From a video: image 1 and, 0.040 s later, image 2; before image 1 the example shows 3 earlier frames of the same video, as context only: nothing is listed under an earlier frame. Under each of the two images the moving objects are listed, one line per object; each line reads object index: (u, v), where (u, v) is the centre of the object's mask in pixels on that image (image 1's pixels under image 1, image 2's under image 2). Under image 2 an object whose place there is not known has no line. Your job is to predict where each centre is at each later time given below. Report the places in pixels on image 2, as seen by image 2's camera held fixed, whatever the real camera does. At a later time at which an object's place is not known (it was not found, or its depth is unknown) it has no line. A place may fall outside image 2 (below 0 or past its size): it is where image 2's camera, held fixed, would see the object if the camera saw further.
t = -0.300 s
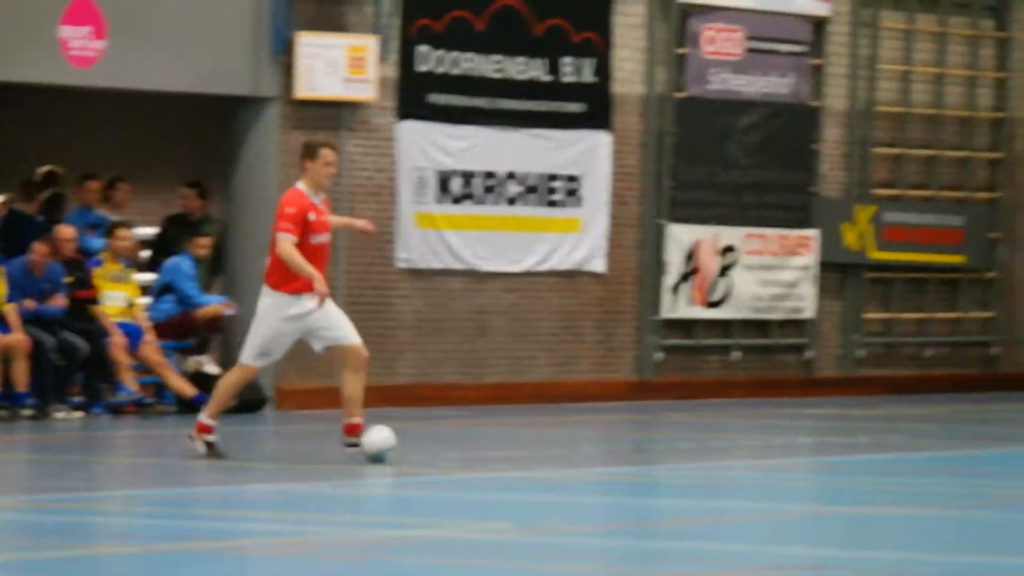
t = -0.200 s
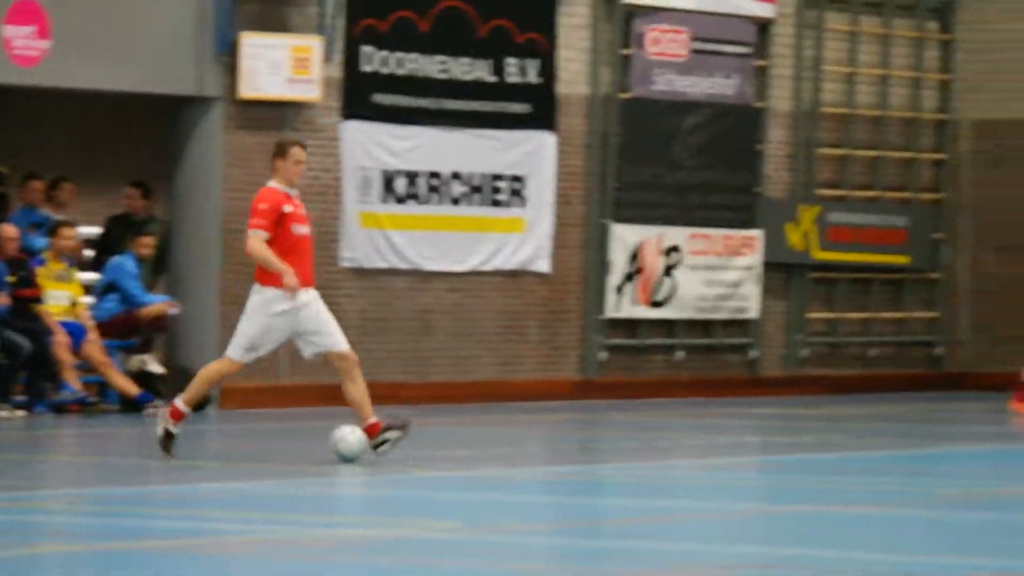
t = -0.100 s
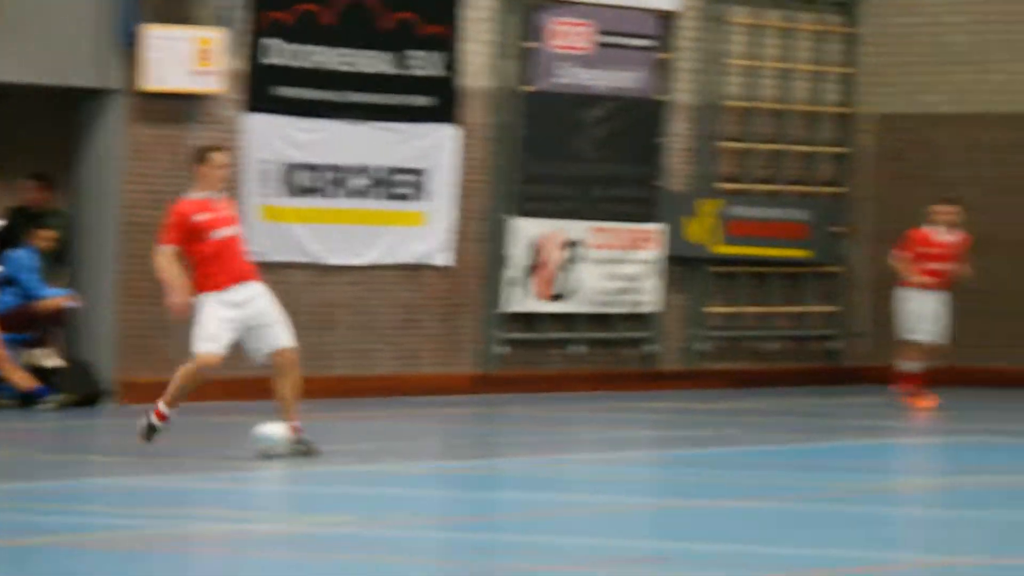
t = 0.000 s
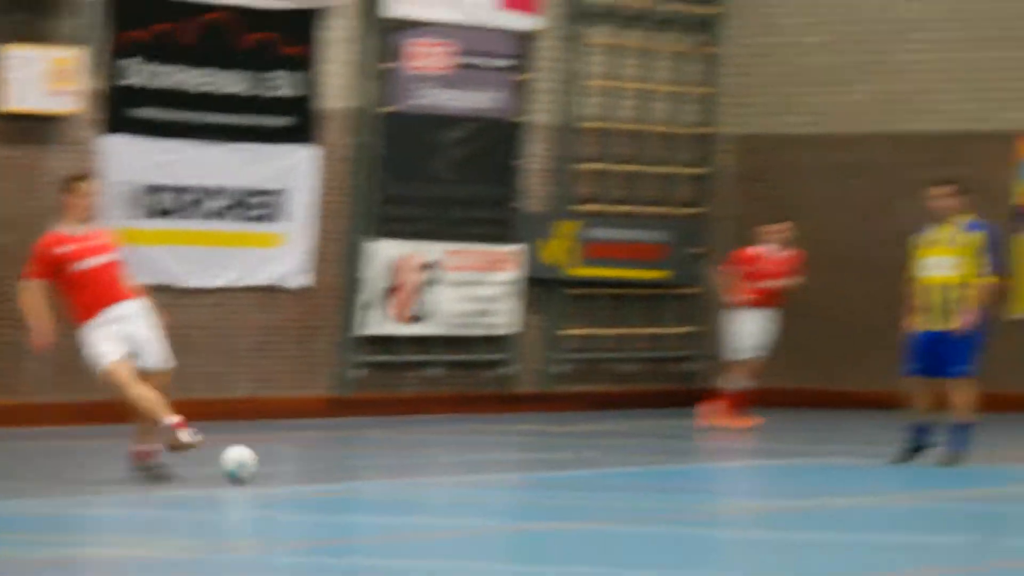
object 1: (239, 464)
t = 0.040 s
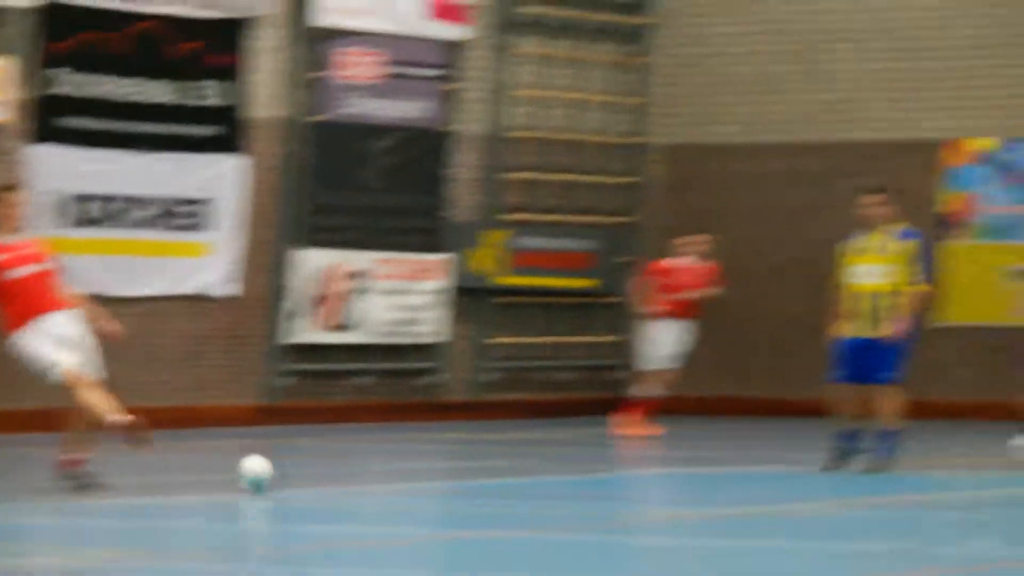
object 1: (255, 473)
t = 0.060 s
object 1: (298, 474)
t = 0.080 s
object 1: (343, 476)
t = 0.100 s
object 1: (387, 475)
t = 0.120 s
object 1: (432, 476)
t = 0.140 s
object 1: (476, 476)
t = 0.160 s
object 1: (518, 476)
